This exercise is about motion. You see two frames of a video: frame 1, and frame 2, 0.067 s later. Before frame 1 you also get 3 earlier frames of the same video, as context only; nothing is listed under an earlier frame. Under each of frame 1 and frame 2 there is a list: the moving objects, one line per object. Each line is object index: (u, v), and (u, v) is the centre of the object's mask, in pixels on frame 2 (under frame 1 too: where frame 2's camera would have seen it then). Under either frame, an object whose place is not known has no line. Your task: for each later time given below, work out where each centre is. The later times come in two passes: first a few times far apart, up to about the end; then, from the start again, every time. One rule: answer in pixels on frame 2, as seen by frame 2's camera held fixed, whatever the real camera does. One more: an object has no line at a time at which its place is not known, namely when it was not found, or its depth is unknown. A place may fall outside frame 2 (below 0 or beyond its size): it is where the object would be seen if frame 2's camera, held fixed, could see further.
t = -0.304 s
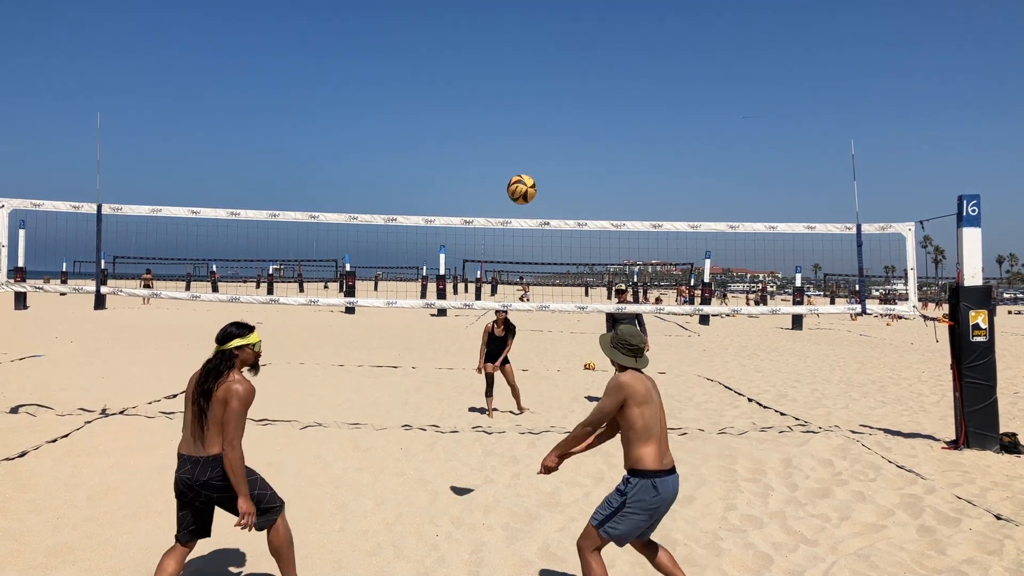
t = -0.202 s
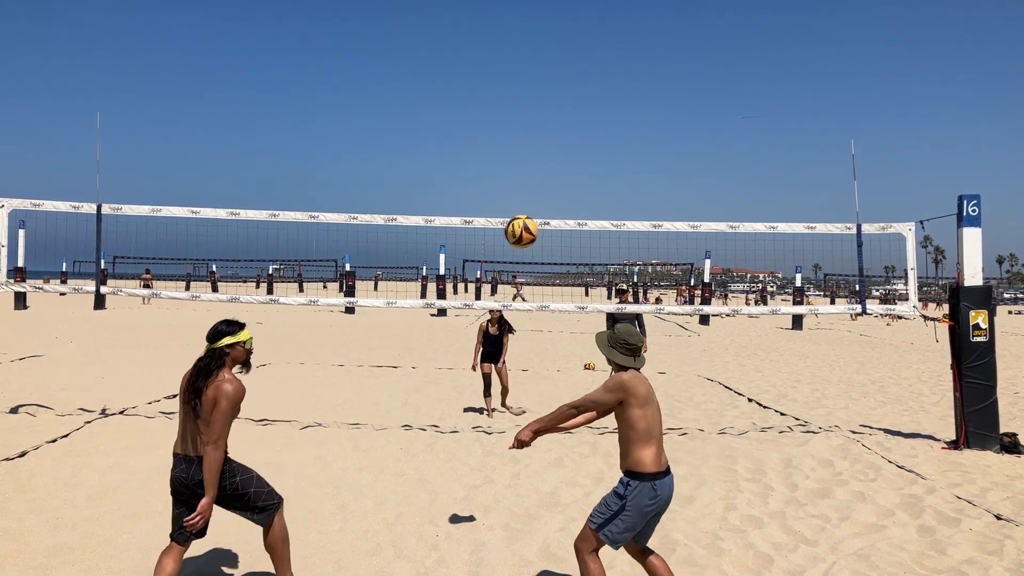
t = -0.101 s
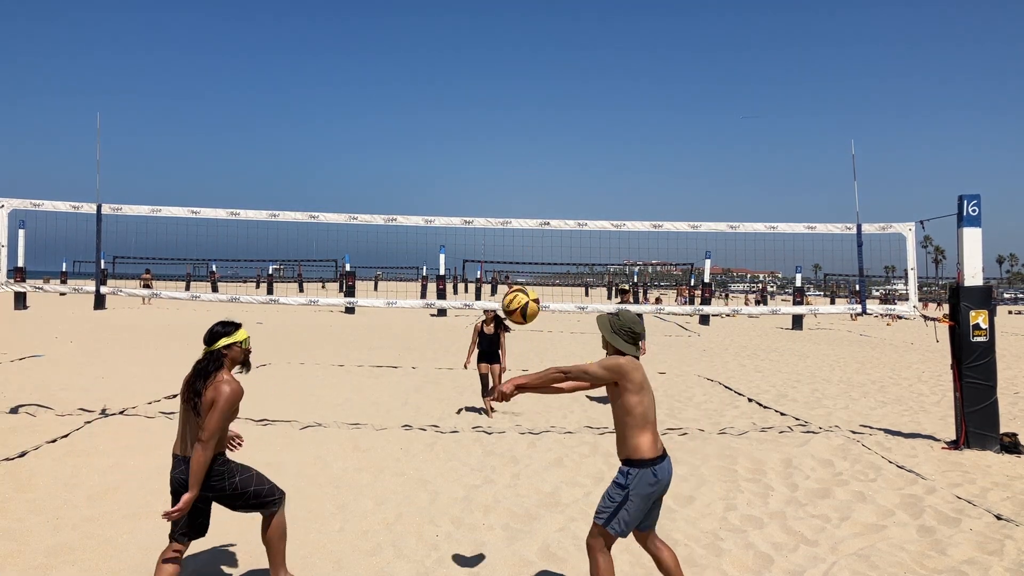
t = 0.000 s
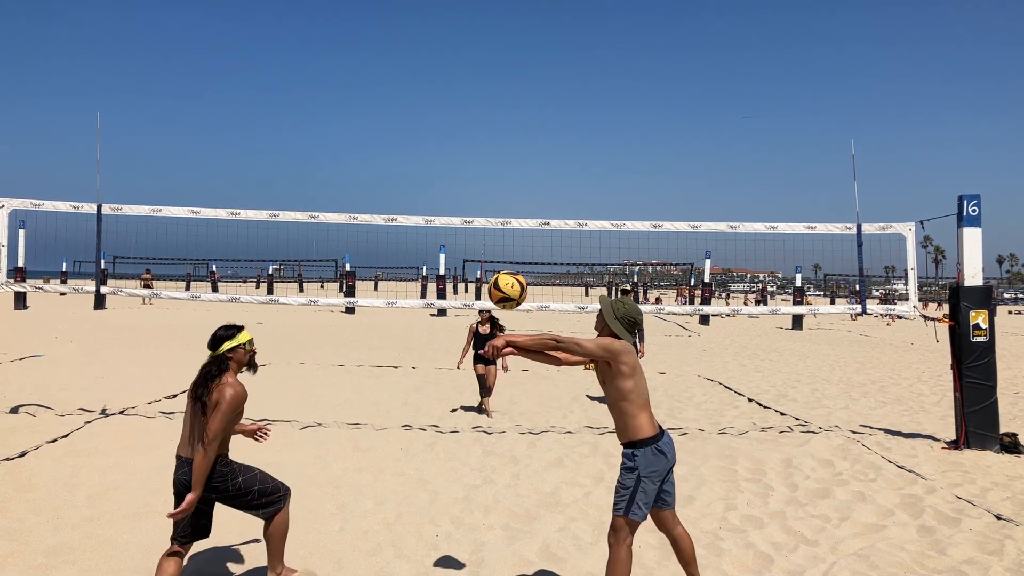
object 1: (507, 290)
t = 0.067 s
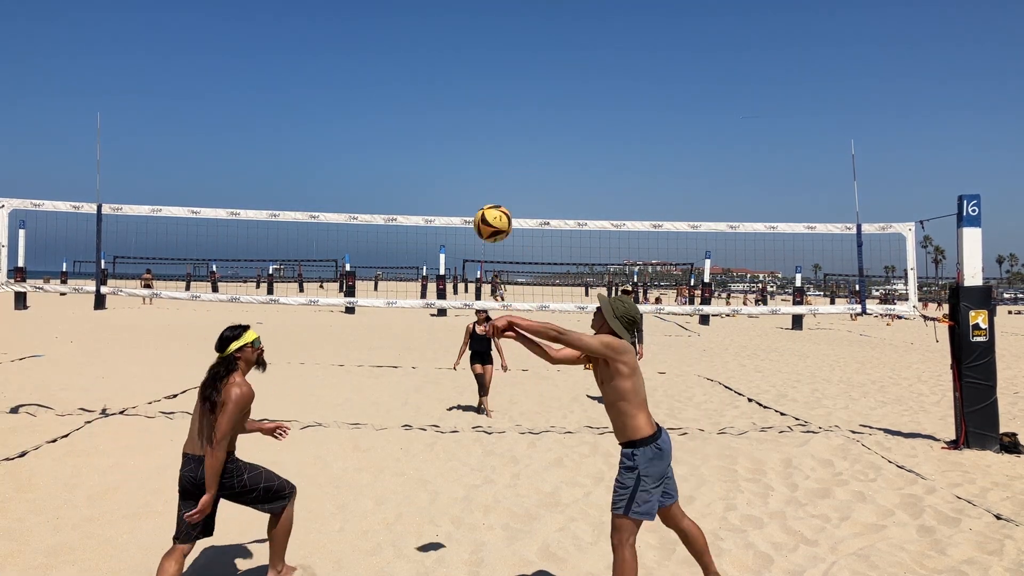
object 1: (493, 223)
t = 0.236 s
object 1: (465, 105)
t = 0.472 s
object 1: (436, 38)
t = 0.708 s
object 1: (415, 59)
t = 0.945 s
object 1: (399, 149)
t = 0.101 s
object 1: (486, 194)
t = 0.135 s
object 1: (480, 168)
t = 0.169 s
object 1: (475, 145)
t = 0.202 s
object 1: (469, 124)
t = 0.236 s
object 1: (465, 105)
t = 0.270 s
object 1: (460, 89)
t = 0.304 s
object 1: (456, 76)
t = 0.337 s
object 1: (452, 64)
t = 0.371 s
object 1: (448, 55)
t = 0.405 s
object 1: (444, 47)
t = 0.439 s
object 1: (440, 42)
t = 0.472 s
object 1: (436, 38)
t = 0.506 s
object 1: (433, 36)
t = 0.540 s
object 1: (430, 36)
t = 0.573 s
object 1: (427, 37)
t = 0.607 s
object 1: (424, 40)
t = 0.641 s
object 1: (421, 45)
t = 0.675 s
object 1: (418, 51)
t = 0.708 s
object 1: (415, 59)
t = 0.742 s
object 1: (413, 68)
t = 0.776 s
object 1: (410, 79)
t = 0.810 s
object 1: (408, 91)
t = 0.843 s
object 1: (406, 103)
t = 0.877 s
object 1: (403, 118)
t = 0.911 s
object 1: (401, 133)
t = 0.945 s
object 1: (399, 149)
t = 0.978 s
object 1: (397, 166)
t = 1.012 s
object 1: (395, 185)
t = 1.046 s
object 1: (393, 204)
